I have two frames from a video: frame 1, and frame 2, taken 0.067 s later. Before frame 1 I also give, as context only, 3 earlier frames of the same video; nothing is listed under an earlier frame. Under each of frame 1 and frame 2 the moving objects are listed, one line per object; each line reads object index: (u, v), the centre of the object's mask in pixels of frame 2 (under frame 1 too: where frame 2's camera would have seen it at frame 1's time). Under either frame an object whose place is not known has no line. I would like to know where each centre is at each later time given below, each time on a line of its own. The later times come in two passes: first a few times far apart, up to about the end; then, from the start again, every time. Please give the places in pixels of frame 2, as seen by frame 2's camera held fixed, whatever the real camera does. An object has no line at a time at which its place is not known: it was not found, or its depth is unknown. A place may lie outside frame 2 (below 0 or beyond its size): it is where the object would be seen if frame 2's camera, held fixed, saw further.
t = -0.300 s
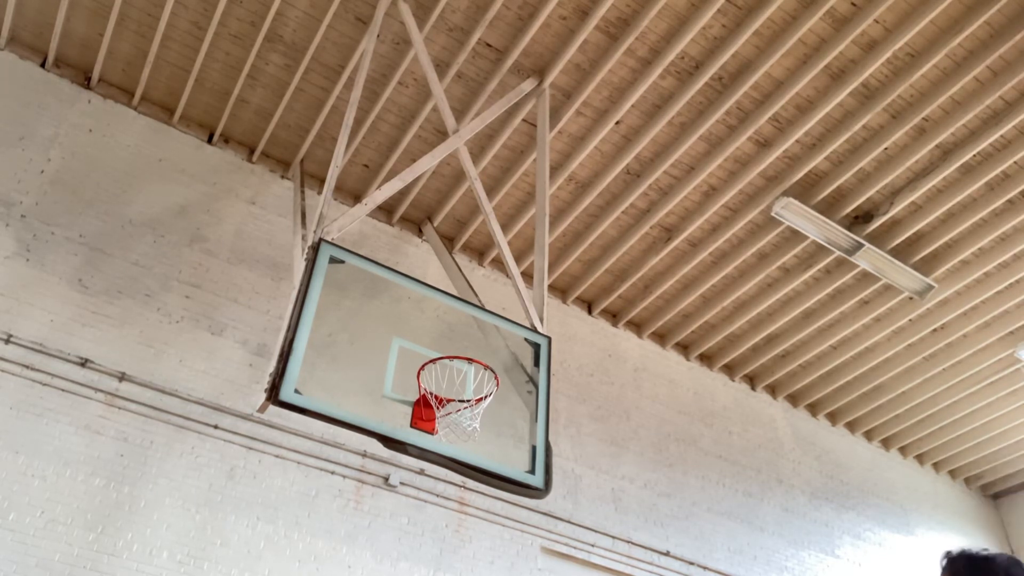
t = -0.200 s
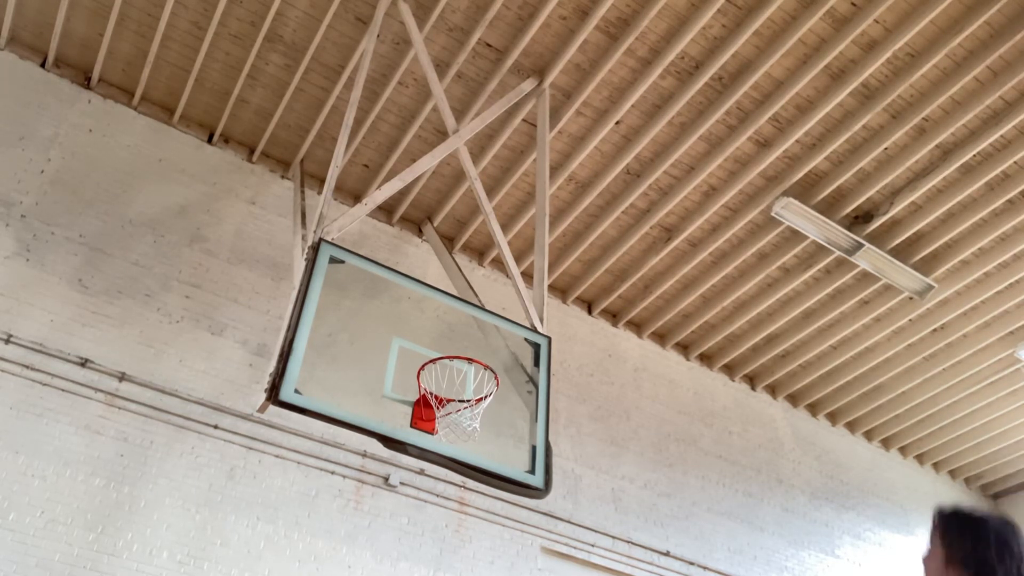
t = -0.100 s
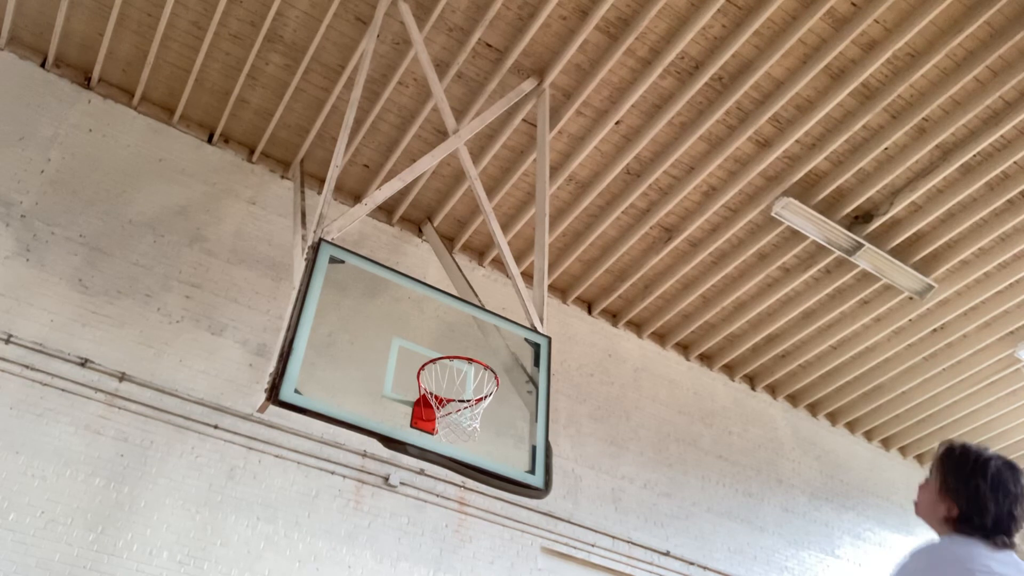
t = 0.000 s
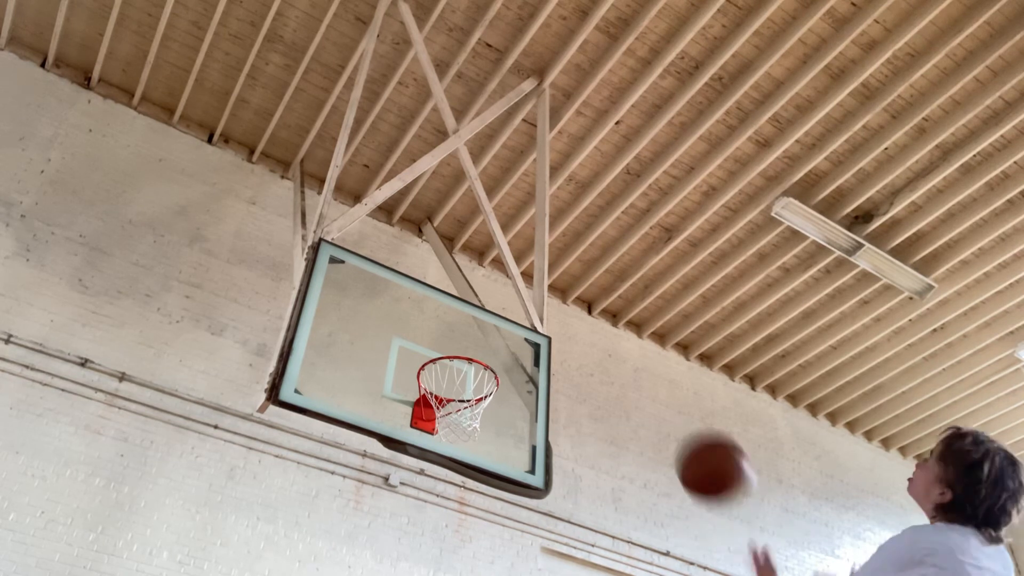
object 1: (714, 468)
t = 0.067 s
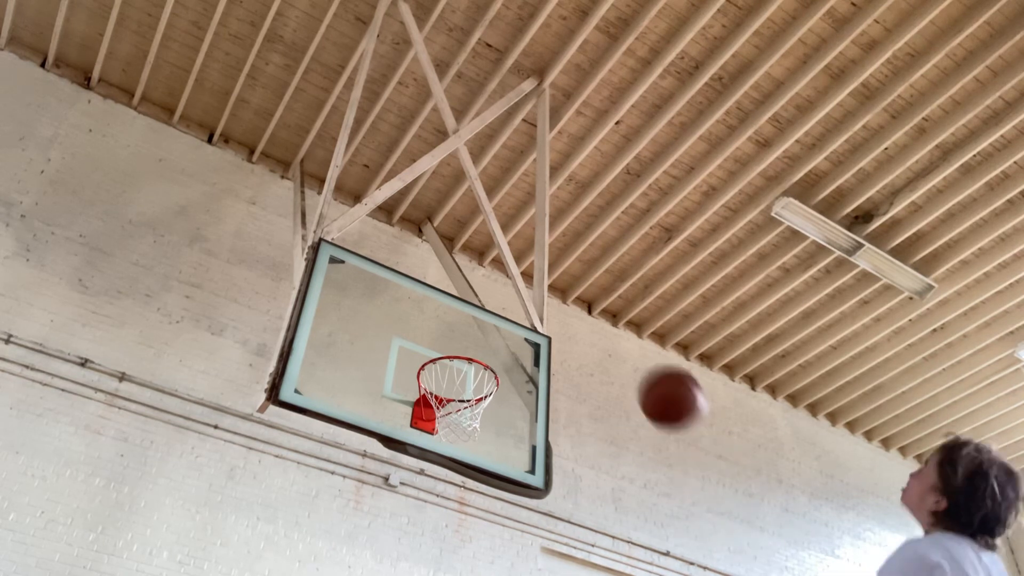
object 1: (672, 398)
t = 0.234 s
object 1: (598, 303)
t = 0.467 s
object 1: (527, 276)
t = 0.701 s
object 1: (470, 321)
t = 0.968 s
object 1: (445, 349)
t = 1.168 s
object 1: (464, 336)
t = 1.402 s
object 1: (461, 361)
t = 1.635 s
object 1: (459, 368)
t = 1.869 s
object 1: (454, 413)
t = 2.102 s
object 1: (439, 513)
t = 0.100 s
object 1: (654, 372)
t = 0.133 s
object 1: (638, 349)
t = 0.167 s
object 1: (623, 330)
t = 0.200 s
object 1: (610, 316)
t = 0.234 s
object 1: (598, 303)
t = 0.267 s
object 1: (586, 293)
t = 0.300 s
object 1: (576, 286)
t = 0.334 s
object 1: (565, 280)
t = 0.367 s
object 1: (555, 277)
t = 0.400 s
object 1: (546, 275)
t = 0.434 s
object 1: (537, 275)
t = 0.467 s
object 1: (527, 276)
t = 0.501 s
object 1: (520, 278)
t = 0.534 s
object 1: (510, 283)
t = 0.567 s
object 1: (503, 287)
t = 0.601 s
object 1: (495, 294)
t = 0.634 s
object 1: (487, 302)
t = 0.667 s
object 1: (478, 311)
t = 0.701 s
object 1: (470, 321)
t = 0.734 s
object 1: (462, 332)
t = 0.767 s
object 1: (454, 343)
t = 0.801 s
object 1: (445, 360)
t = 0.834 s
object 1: (437, 375)
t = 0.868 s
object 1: (435, 374)
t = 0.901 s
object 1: (437, 366)
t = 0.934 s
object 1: (441, 356)
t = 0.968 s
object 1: (445, 349)
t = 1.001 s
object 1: (449, 343)
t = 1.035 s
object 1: (452, 339)
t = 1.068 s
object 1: (455, 336)
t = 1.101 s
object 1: (458, 335)
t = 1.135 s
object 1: (461, 335)
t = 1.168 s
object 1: (464, 336)
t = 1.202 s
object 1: (466, 338)
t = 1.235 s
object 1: (469, 341)
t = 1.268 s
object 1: (471, 347)
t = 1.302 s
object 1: (470, 353)
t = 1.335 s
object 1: (468, 354)
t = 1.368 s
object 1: (465, 357)
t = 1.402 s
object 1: (461, 361)
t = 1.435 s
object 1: (458, 367)
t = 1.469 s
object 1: (455, 374)
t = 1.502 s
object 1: (452, 382)
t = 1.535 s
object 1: (453, 378)
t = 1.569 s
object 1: (455, 374)
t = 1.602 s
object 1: (457, 370)
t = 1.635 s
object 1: (459, 368)
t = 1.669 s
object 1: (461, 367)
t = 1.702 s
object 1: (461, 368)
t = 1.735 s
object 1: (460, 374)
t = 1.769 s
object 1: (459, 381)
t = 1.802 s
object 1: (457, 390)
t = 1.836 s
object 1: (455, 401)
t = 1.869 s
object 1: (454, 413)
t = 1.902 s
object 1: (452, 424)
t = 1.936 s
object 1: (450, 433)
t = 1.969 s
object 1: (449, 445)
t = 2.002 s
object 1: (447, 458)
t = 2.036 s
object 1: (445, 474)
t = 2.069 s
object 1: (442, 493)
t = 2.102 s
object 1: (439, 513)
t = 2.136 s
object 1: (436, 536)
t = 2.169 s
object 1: (433, 558)
